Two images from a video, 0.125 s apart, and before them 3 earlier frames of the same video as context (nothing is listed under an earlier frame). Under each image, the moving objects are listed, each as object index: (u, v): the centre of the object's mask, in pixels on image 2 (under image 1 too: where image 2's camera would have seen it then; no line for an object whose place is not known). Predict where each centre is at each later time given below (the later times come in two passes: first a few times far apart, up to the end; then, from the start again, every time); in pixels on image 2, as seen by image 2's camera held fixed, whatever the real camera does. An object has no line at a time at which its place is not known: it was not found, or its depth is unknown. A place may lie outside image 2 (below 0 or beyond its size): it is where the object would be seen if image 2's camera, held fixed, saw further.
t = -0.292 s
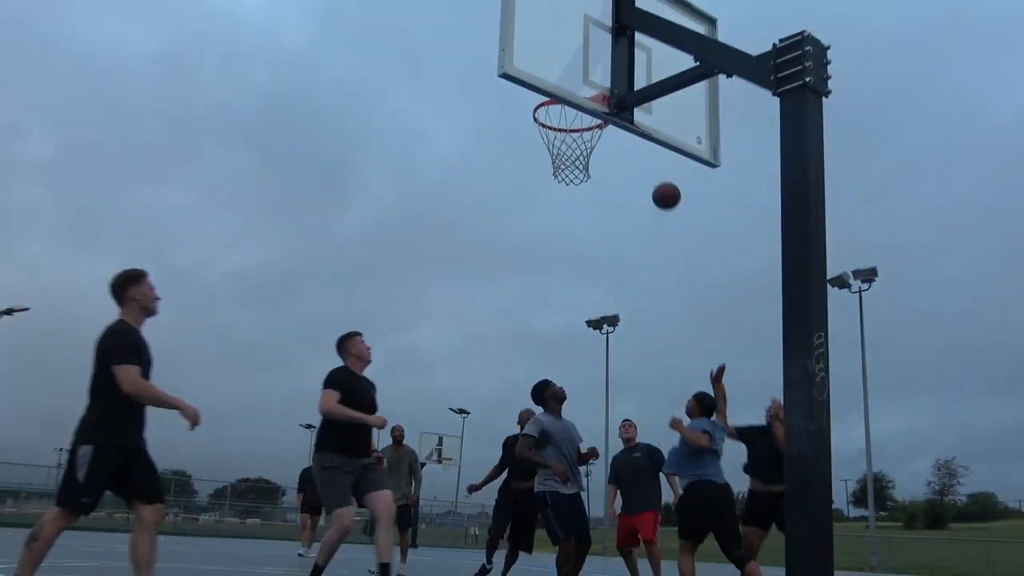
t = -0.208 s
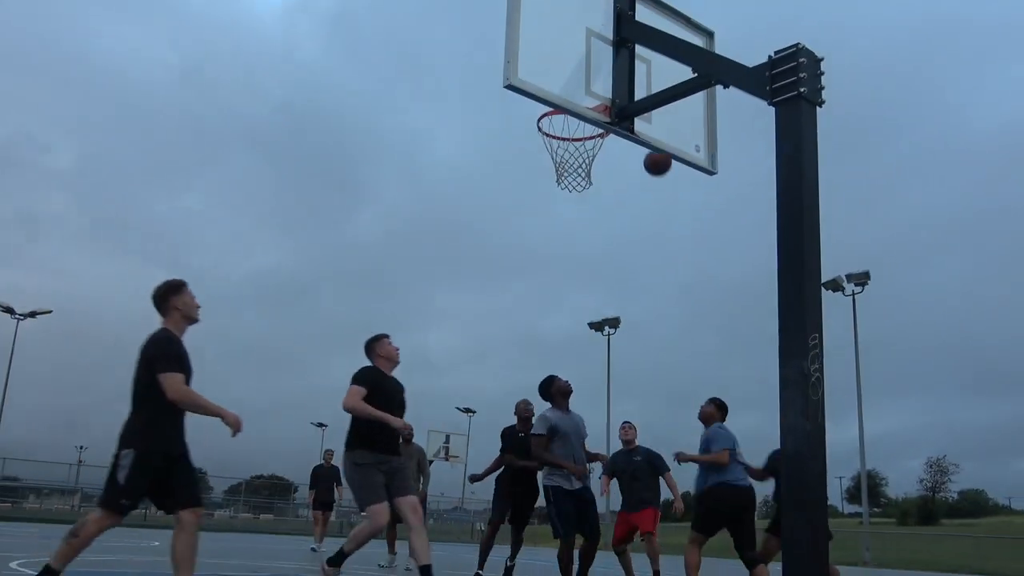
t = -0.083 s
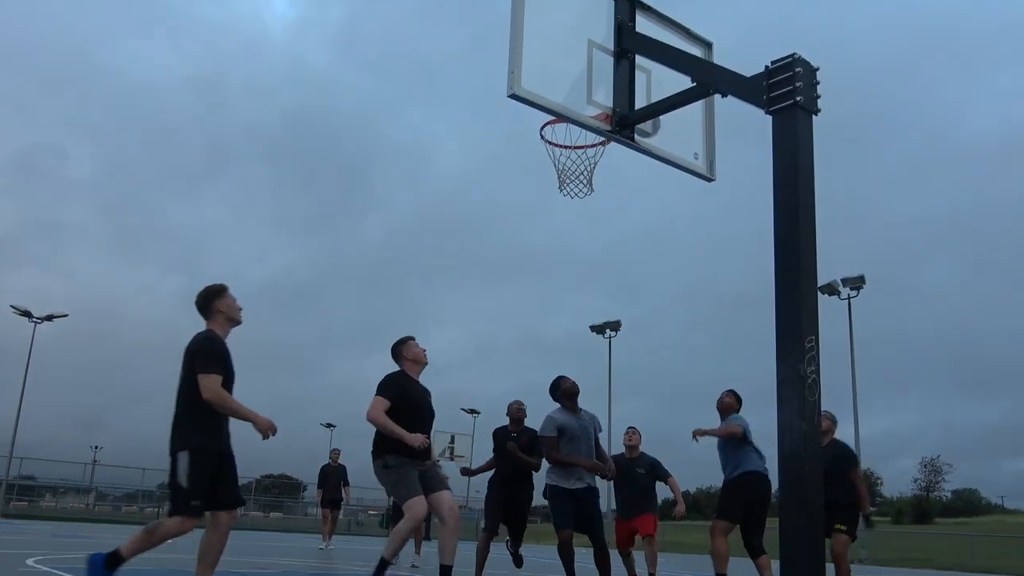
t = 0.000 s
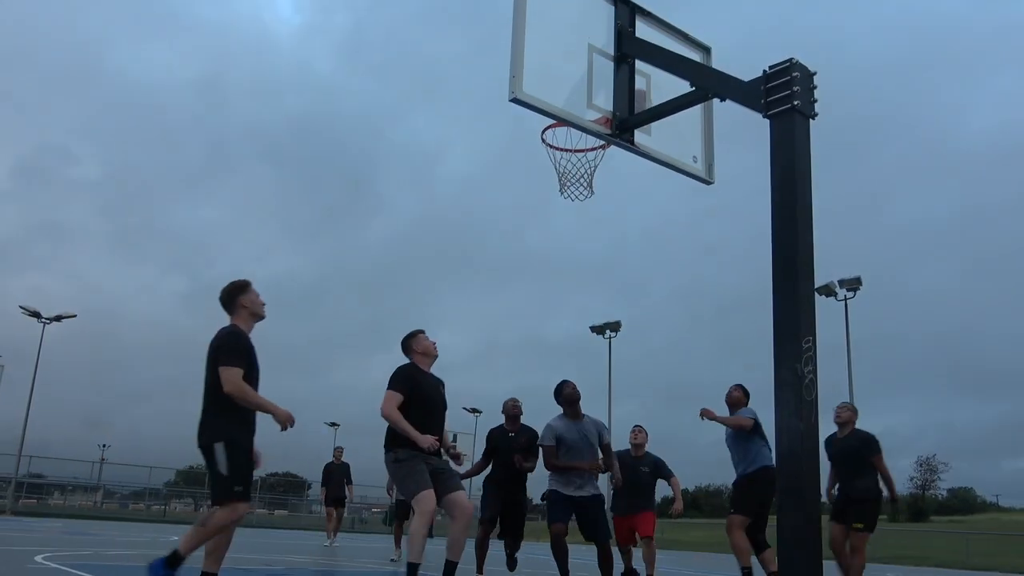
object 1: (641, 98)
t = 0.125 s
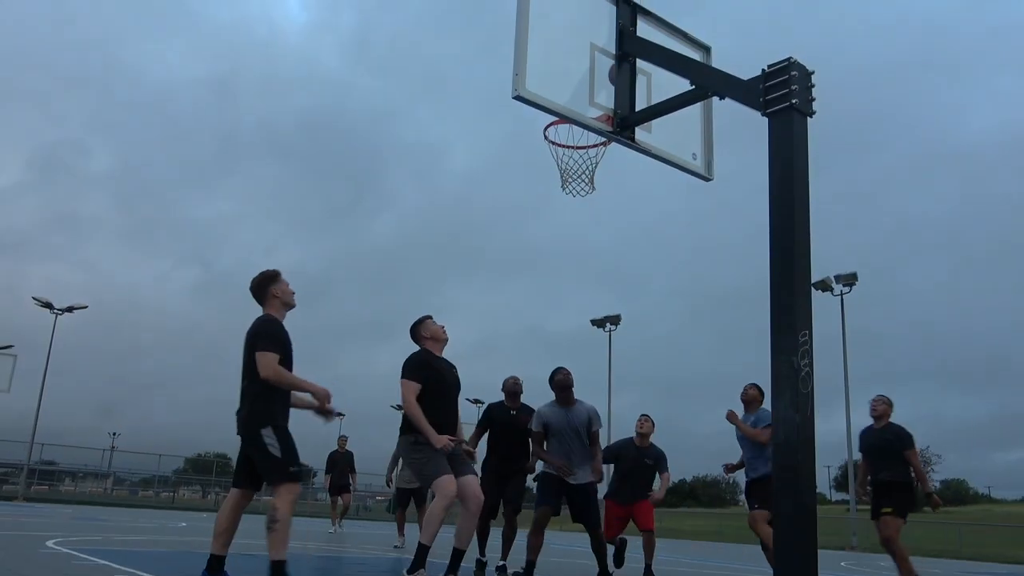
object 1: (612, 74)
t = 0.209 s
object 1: (606, 68)
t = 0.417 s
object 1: (583, 78)
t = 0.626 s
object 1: (569, 61)
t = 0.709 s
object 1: (571, 35)
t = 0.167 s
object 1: (610, 71)
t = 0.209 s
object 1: (606, 68)
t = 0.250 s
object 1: (605, 65)
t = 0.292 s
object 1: (604, 68)
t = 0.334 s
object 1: (598, 68)
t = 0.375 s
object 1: (588, 73)
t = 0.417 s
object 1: (583, 78)
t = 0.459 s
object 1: (575, 89)
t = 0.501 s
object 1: (572, 96)
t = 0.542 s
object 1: (568, 93)
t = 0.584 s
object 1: (568, 81)
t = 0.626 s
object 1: (569, 61)
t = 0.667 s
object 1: (570, 49)
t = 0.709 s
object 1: (571, 35)
